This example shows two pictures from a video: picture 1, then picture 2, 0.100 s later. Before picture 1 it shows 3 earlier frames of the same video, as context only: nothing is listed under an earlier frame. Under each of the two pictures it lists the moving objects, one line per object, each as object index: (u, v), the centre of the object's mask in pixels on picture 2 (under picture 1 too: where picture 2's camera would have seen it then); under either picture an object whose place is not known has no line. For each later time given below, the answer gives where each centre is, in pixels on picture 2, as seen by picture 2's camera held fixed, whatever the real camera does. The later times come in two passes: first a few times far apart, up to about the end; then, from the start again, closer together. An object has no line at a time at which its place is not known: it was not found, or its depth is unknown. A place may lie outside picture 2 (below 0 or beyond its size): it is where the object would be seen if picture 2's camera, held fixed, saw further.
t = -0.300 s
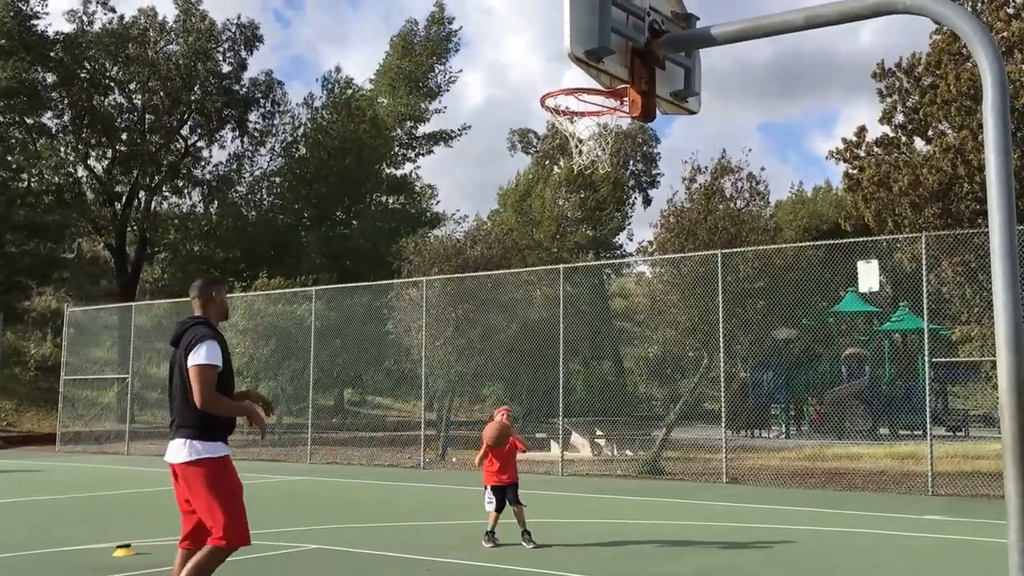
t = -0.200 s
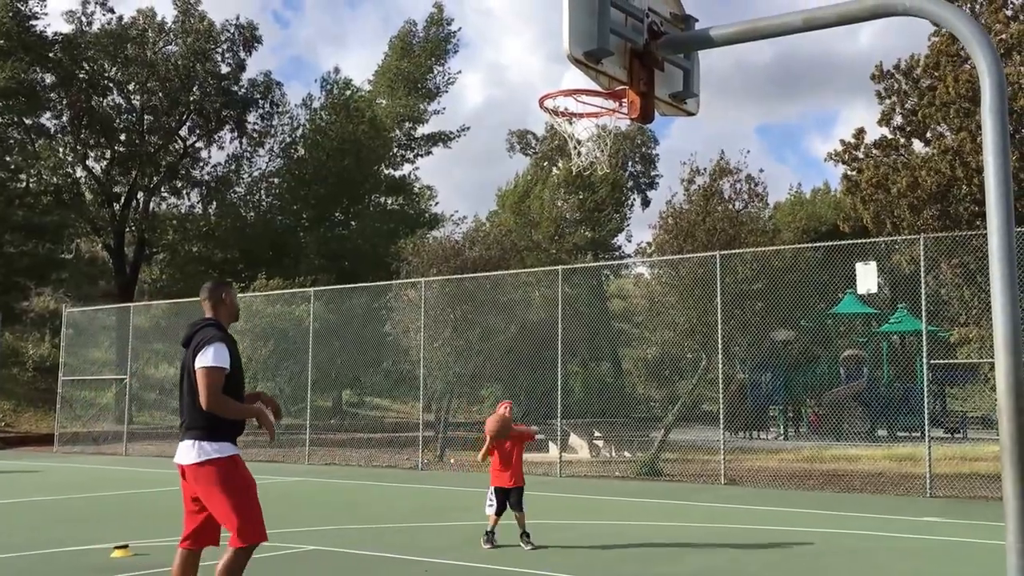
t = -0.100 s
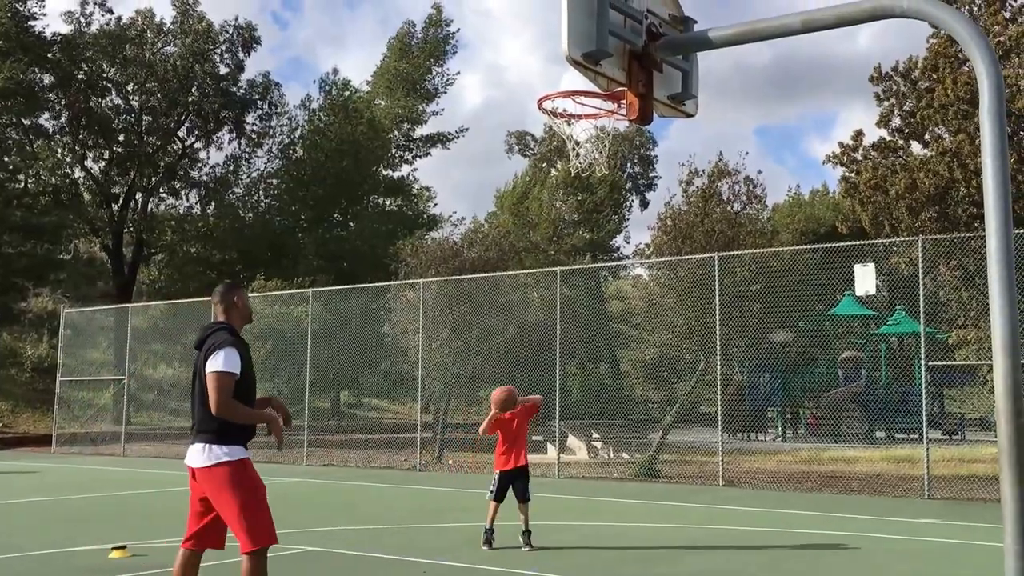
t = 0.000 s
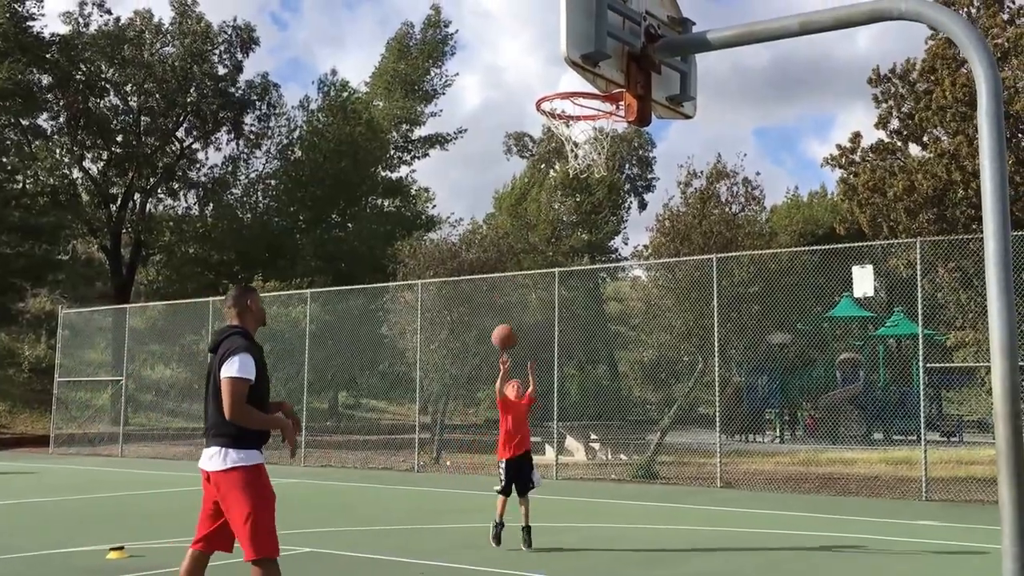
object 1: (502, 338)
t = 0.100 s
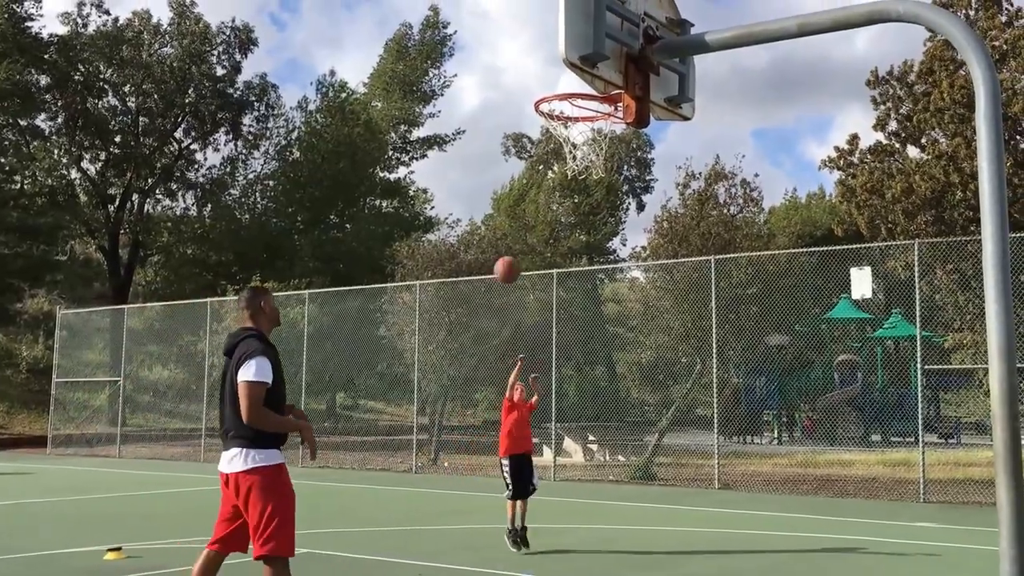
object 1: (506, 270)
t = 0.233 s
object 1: (514, 190)
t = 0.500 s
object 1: (530, 76)
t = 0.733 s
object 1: (545, 39)
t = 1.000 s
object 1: (568, 92)
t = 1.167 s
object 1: (576, 175)
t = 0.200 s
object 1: (512, 209)
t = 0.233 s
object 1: (514, 190)
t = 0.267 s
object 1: (515, 173)
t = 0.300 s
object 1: (517, 156)
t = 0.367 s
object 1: (522, 125)
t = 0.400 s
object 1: (523, 111)
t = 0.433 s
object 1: (525, 98)
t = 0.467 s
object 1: (528, 87)
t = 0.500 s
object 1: (530, 76)
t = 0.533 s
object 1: (533, 67)
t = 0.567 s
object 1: (535, 59)
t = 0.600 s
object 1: (537, 52)
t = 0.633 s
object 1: (539, 47)
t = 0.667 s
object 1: (541, 43)
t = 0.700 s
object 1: (543, 40)
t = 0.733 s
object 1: (545, 39)
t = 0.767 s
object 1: (546, 40)
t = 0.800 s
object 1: (547, 42)
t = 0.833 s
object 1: (549, 46)
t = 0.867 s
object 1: (551, 52)
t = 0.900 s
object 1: (554, 61)
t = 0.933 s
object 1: (558, 71)
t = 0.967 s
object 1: (564, 78)
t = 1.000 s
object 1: (568, 92)
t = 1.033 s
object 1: (572, 108)
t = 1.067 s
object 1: (575, 126)
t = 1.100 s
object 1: (575, 143)
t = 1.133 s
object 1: (576, 160)
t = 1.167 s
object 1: (576, 175)
